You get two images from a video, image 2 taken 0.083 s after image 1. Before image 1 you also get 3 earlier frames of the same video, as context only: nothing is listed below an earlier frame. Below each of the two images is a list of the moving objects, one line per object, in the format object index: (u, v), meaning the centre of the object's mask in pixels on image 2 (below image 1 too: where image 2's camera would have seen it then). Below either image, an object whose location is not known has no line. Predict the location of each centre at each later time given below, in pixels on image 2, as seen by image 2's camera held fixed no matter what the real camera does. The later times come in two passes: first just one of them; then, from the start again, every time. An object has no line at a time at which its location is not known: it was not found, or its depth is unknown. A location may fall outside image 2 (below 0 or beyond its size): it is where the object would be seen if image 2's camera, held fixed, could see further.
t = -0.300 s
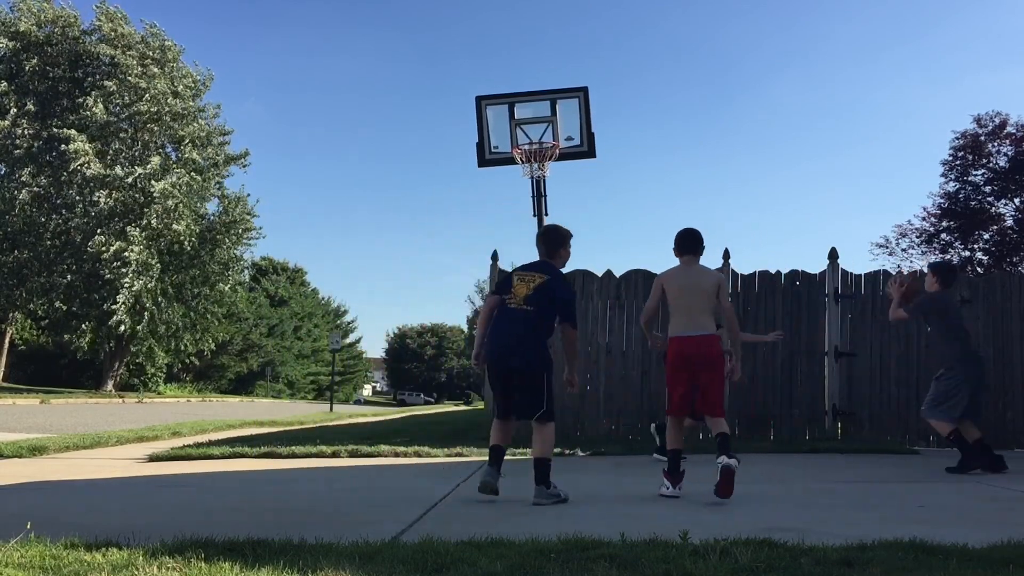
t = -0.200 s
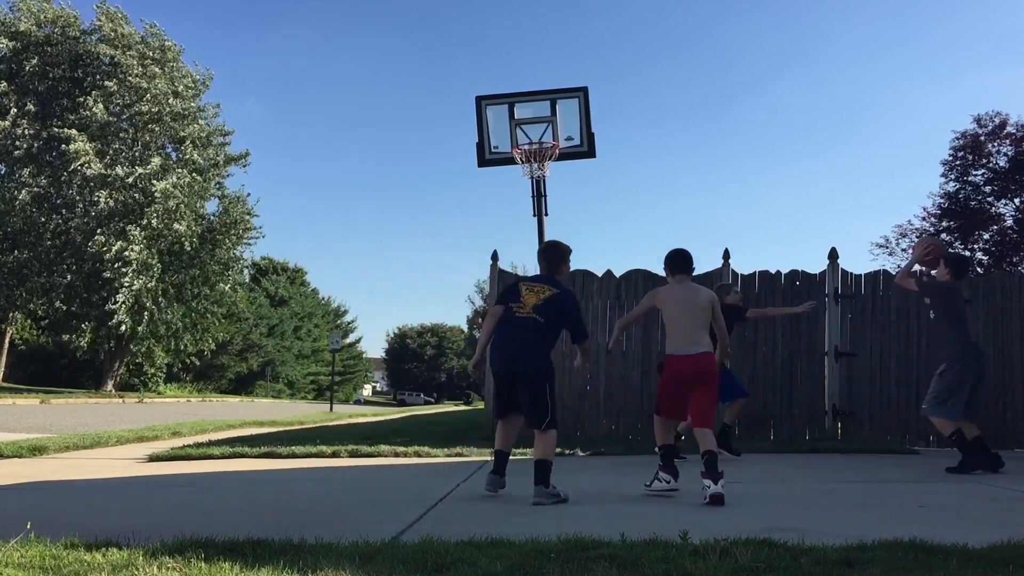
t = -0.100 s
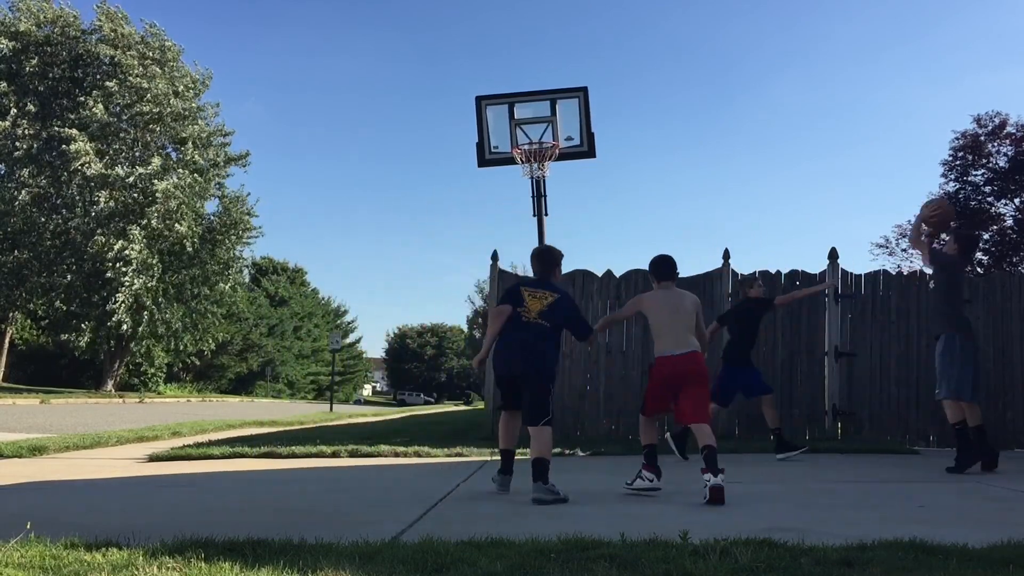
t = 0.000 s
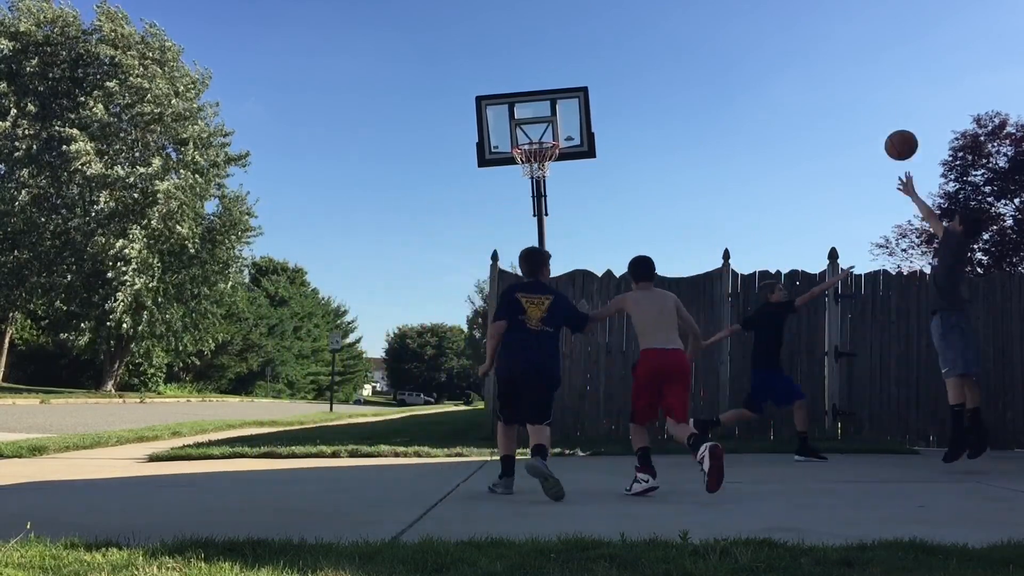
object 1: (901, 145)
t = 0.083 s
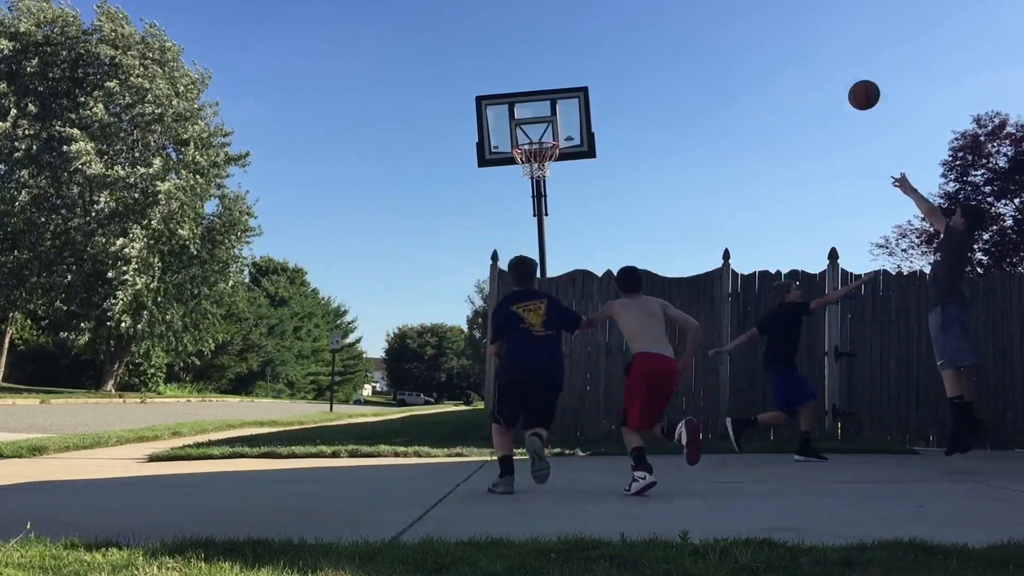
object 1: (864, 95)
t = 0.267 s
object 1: (789, 23)
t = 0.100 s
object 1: (857, 86)
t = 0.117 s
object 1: (850, 78)
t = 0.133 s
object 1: (843, 70)
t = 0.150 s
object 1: (836, 63)
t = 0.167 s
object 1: (829, 56)
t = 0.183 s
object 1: (822, 49)
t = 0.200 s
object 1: (815, 43)
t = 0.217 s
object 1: (809, 37)
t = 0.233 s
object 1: (802, 32)
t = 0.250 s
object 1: (795, 27)
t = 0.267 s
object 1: (789, 23)
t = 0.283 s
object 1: (782, 18)
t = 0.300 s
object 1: (776, 14)
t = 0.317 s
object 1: (770, 11)
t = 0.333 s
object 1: (763, 10)
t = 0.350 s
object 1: (757, 8)
